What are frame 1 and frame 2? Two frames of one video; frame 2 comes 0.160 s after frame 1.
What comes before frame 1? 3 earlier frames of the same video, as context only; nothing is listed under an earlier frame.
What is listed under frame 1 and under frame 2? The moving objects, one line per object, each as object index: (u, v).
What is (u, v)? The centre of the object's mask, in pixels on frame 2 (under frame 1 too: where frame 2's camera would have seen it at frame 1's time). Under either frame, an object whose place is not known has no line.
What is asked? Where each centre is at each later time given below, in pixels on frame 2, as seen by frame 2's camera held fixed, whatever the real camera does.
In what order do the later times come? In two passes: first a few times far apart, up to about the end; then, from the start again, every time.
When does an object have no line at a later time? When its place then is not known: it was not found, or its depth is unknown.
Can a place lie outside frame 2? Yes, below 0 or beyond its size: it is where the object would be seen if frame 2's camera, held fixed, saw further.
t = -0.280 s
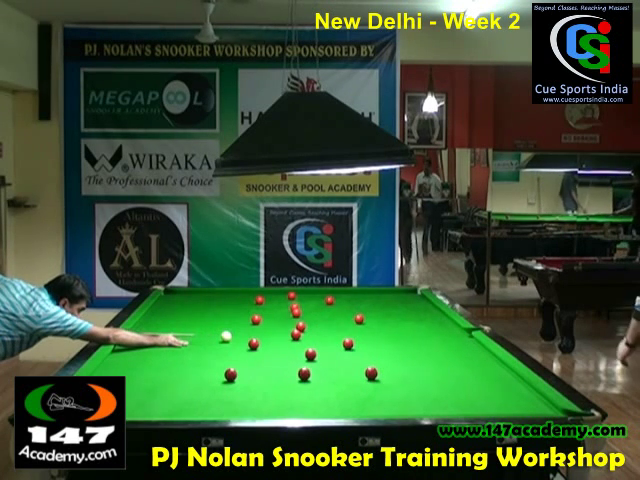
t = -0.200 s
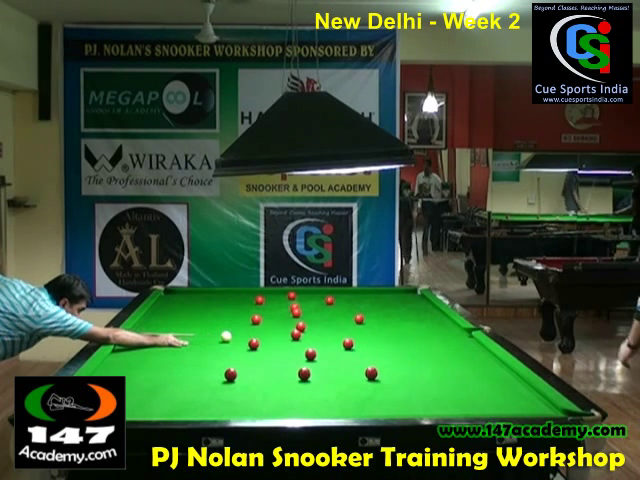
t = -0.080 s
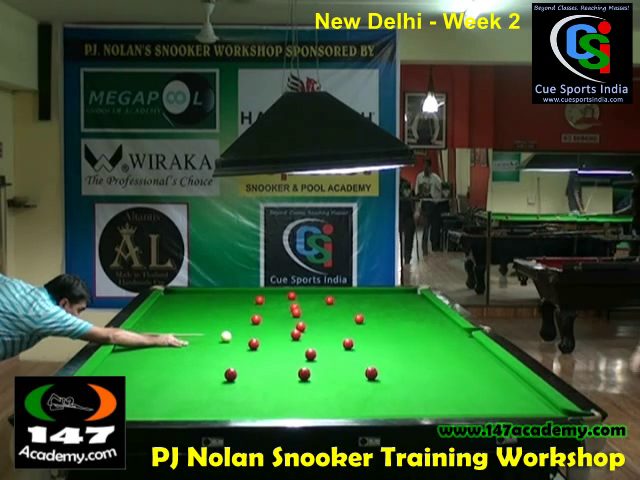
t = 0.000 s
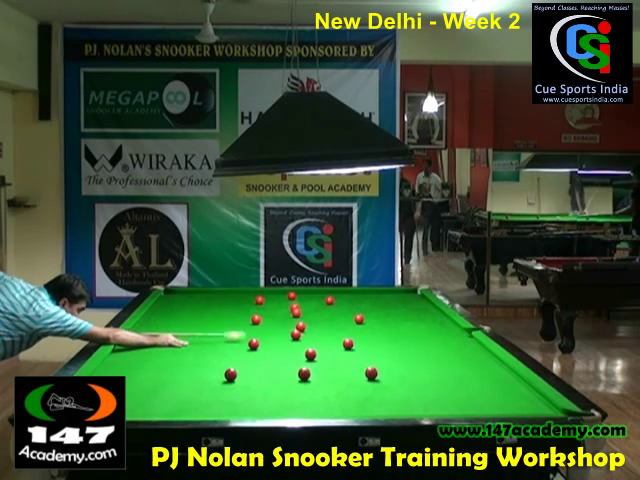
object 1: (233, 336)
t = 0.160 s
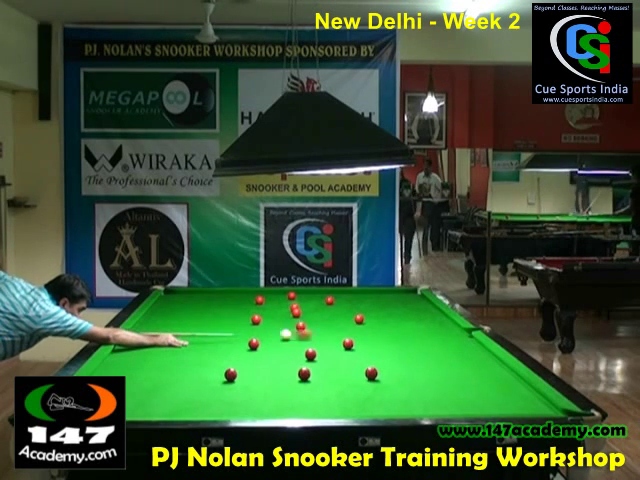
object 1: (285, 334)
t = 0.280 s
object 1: (290, 334)
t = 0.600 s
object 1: (318, 332)
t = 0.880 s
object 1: (341, 330)
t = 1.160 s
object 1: (363, 329)
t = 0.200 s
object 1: (286, 334)
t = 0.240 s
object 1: (288, 334)
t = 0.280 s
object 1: (290, 334)
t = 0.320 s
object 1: (293, 334)
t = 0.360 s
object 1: (297, 333)
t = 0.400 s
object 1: (301, 333)
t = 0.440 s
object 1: (305, 333)
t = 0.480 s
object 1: (308, 333)
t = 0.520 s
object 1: (312, 332)
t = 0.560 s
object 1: (315, 332)
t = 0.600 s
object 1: (318, 332)
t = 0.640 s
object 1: (322, 331)
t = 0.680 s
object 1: (325, 331)
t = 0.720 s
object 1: (329, 331)
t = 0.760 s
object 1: (332, 331)
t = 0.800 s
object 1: (335, 331)
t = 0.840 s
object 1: (338, 330)
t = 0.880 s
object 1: (341, 330)
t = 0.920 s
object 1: (344, 330)
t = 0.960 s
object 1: (348, 330)
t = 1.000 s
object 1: (351, 330)
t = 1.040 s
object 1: (354, 329)
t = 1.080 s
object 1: (357, 329)
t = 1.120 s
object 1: (360, 329)
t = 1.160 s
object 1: (363, 329)
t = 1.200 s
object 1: (366, 329)
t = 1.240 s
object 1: (369, 329)
